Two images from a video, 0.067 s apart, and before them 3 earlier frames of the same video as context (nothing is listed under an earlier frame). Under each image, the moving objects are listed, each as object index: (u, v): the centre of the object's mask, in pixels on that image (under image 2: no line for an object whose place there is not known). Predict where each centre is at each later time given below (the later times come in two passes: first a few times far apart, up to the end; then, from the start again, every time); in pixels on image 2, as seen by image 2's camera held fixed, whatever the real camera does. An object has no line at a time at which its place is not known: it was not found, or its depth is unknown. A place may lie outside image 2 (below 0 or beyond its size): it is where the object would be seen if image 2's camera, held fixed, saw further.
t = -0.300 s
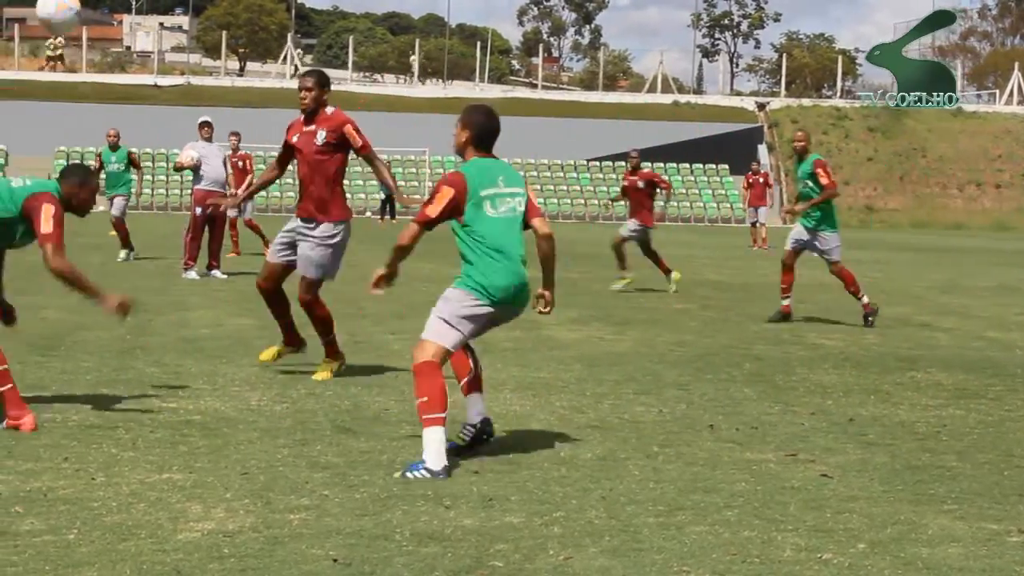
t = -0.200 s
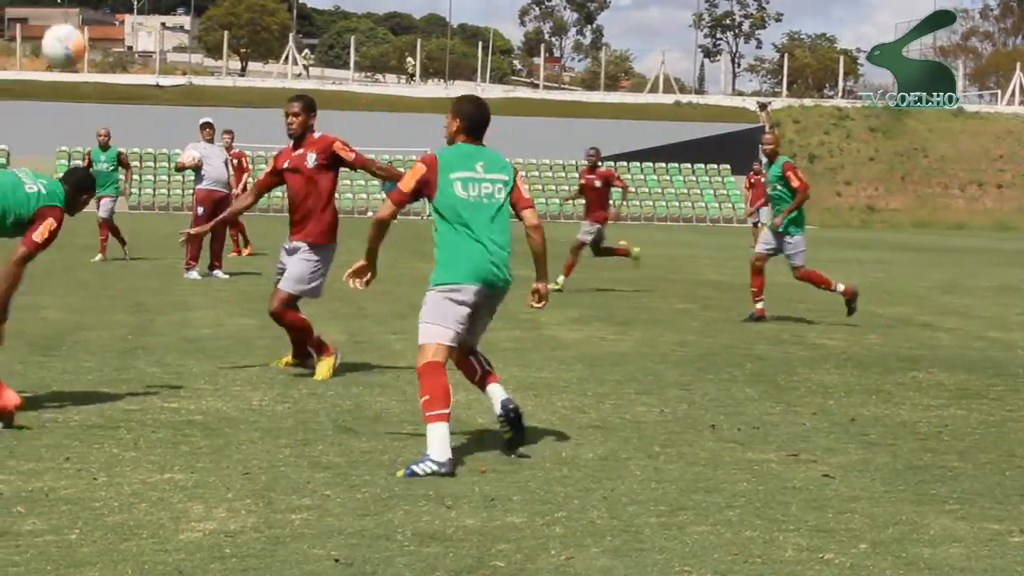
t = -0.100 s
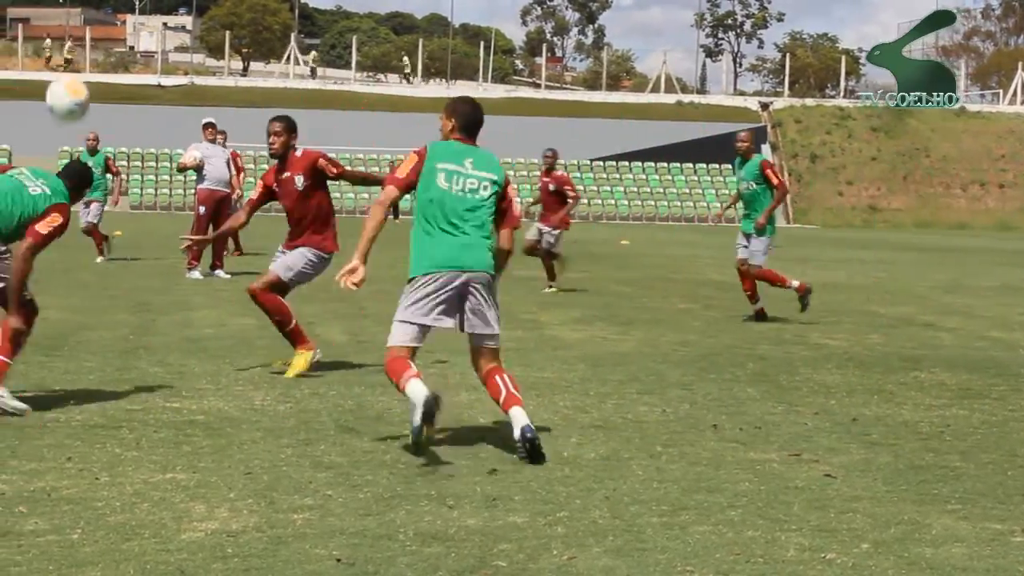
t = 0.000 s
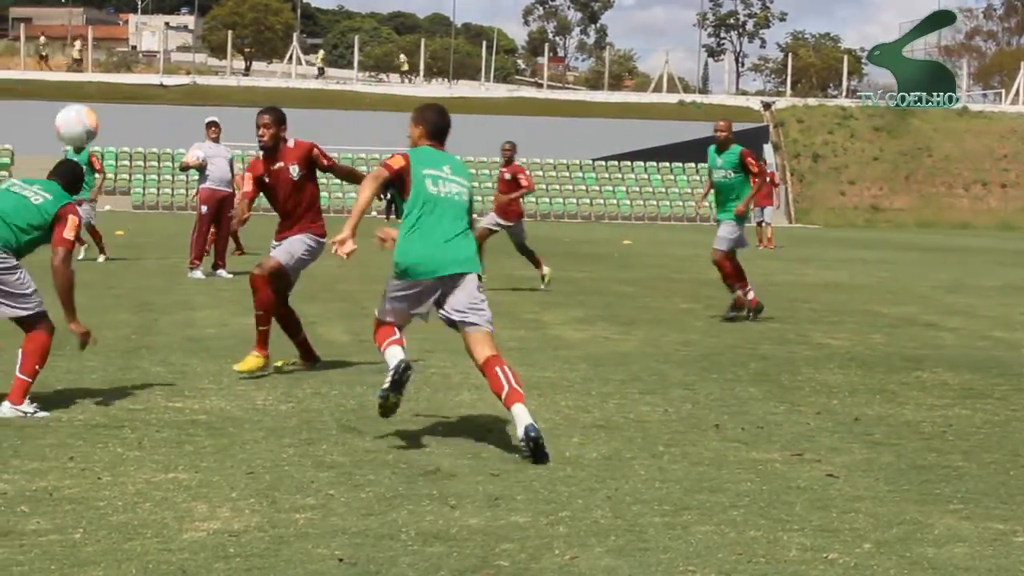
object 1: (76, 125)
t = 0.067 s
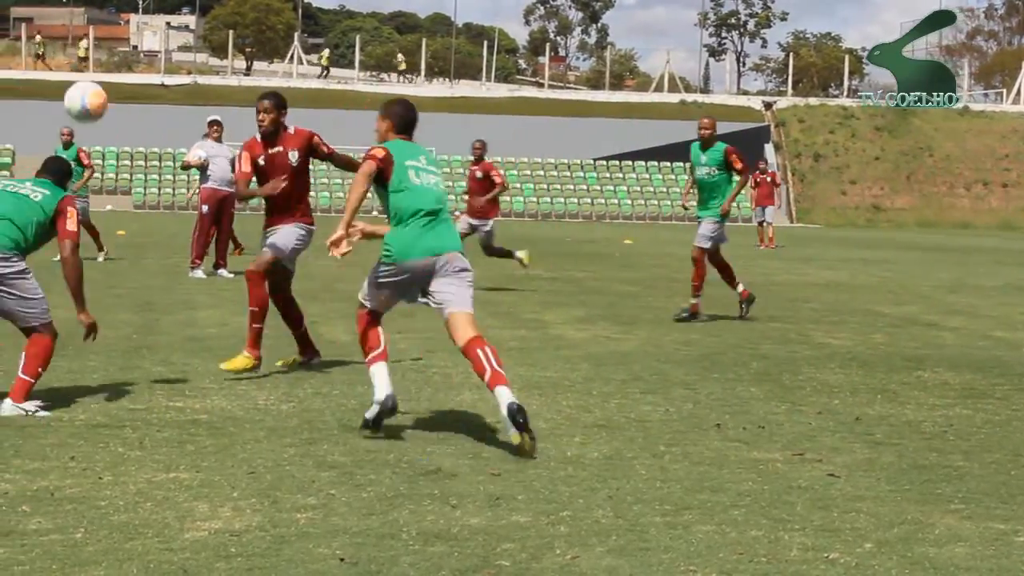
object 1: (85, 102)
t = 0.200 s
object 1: (100, 76)
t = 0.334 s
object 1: (113, 90)
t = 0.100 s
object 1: (89, 94)
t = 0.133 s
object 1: (92, 87)
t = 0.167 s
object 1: (96, 83)
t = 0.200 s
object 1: (100, 76)
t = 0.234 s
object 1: (104, 76)
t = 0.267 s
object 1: (107, 79)
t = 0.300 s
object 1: (110, 84)
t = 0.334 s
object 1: (113, 90)
